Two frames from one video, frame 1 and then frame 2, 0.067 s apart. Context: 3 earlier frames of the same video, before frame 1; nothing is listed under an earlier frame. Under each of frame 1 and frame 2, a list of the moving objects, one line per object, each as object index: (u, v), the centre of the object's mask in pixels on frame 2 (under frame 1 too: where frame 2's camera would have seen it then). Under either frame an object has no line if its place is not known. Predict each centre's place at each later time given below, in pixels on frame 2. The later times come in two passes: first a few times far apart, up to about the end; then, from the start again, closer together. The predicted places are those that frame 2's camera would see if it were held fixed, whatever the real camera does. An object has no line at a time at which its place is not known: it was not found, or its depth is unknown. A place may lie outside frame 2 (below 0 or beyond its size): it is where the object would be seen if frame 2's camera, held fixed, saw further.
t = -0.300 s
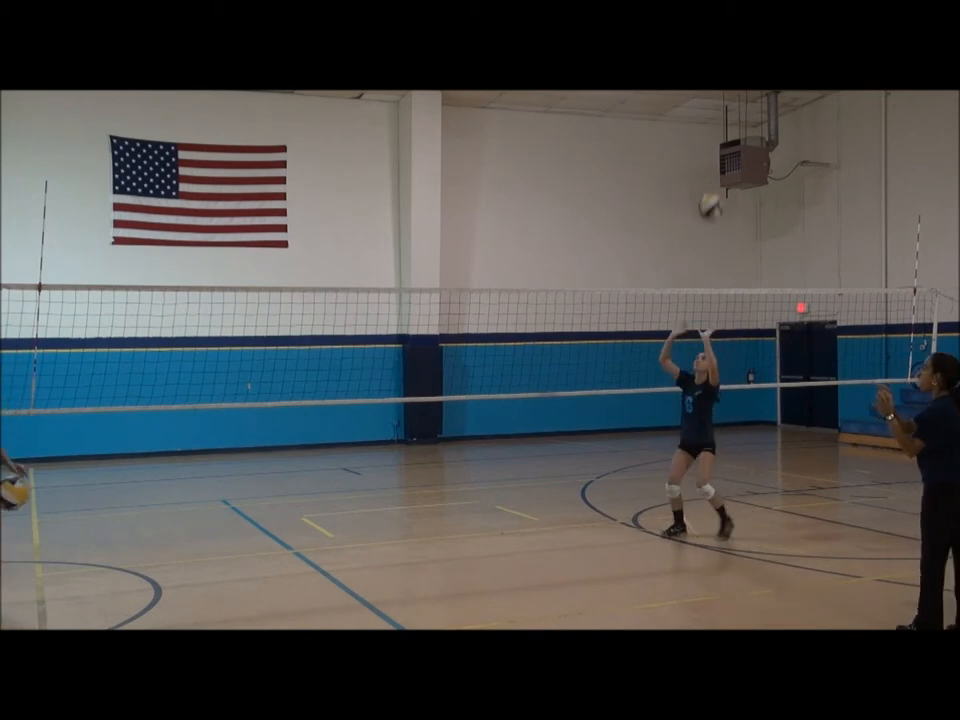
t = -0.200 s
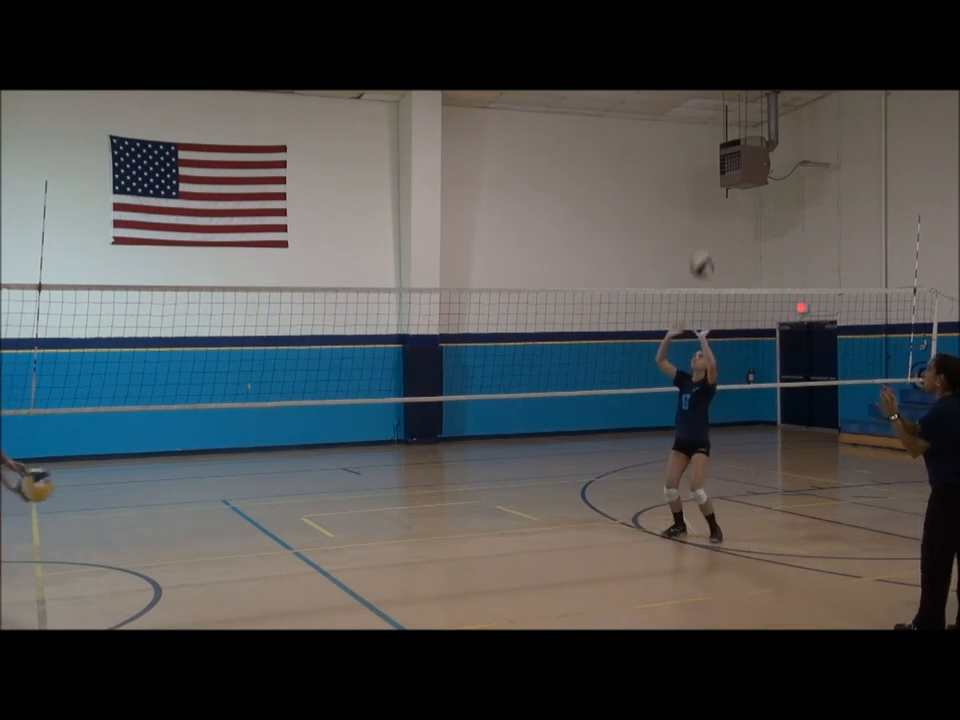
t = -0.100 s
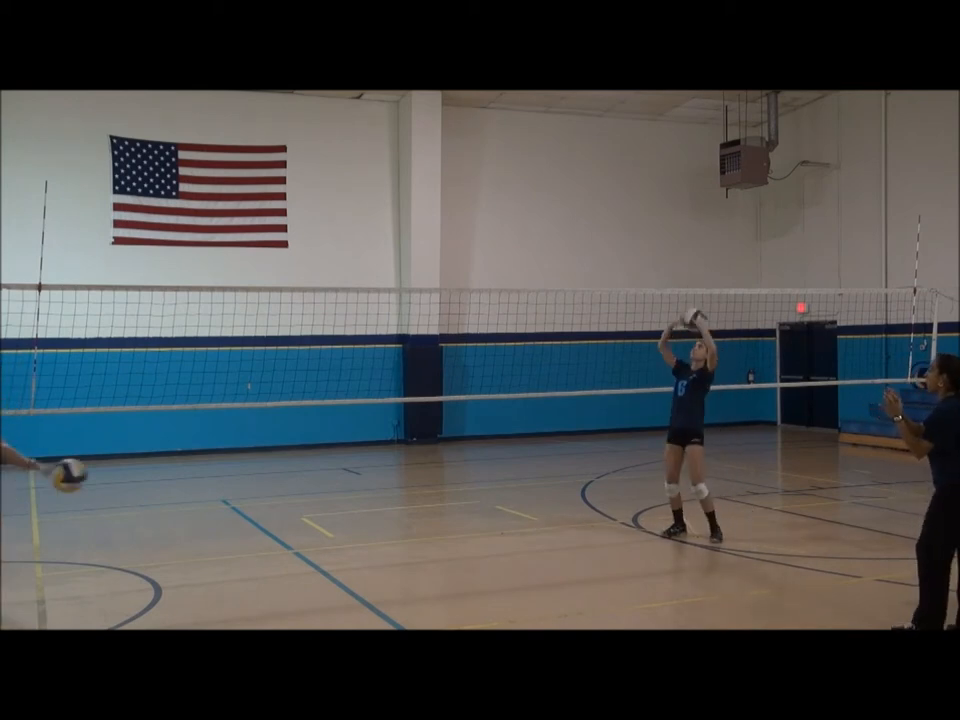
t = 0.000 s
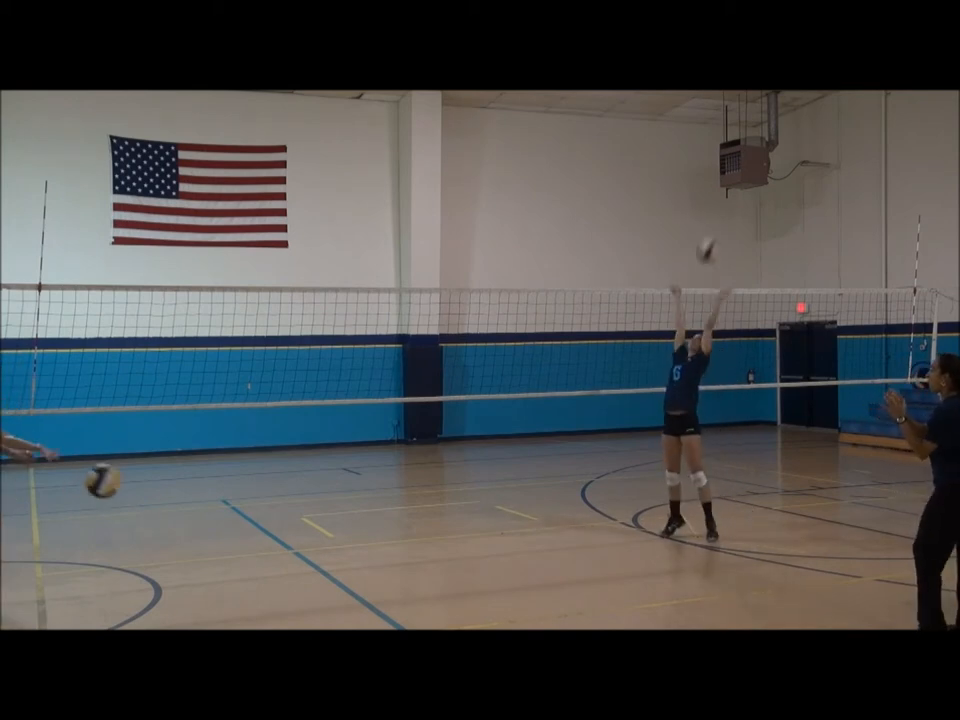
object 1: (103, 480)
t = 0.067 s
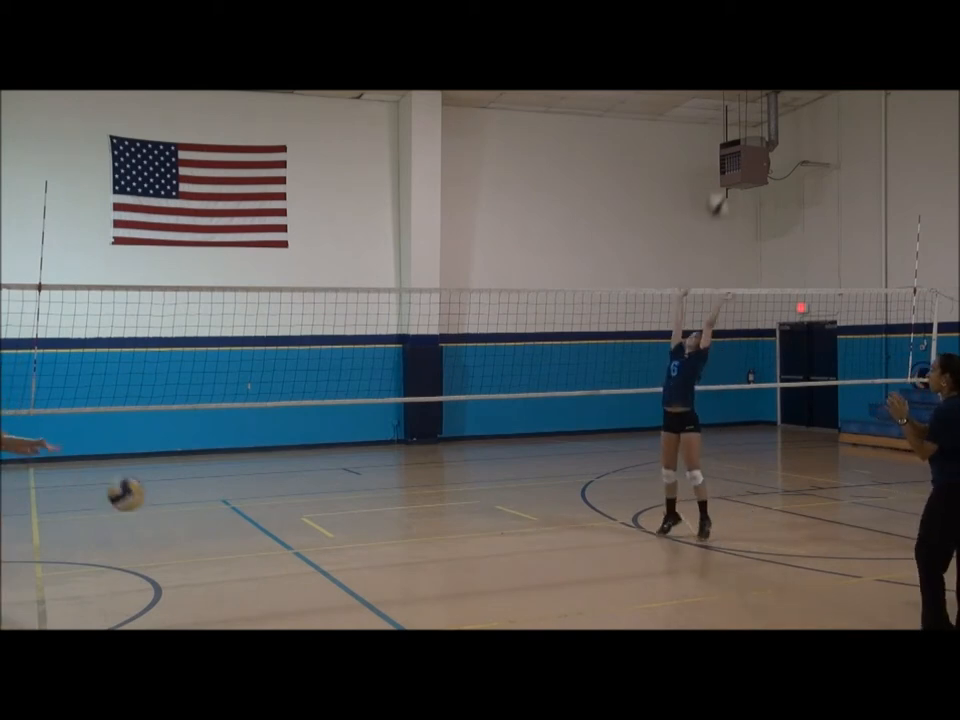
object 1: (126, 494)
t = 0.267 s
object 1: (200, 580)
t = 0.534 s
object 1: (285, 574)
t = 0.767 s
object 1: (354, 557)
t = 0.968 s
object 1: (420, 616)
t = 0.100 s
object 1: (138, 502)
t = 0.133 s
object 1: (150, 514)
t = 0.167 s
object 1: (162, 528)
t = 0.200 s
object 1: (174, 543)
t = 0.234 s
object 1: (188, 560)
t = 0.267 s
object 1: (200, 580)
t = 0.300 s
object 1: (214, 602)
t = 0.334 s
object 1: (226, 618)
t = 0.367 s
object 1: (241, 627)
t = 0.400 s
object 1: (248, 620)
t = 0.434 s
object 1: (257, 609)
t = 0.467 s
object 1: (264, 595)
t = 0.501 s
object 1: (276, 583)
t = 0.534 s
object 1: (285, 574)
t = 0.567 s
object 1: (295, 565)
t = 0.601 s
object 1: (304, 558)
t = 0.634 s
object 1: (314, 554)
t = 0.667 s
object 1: (324, 551)
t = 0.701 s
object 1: (333, 551)
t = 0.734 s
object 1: (343, 553)
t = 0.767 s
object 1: (354, 557)
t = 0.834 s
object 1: (372, 570)
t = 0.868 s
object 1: (385, 580)
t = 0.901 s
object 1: (397, 593)
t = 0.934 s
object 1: (409, 608)
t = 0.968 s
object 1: (420, 616)
